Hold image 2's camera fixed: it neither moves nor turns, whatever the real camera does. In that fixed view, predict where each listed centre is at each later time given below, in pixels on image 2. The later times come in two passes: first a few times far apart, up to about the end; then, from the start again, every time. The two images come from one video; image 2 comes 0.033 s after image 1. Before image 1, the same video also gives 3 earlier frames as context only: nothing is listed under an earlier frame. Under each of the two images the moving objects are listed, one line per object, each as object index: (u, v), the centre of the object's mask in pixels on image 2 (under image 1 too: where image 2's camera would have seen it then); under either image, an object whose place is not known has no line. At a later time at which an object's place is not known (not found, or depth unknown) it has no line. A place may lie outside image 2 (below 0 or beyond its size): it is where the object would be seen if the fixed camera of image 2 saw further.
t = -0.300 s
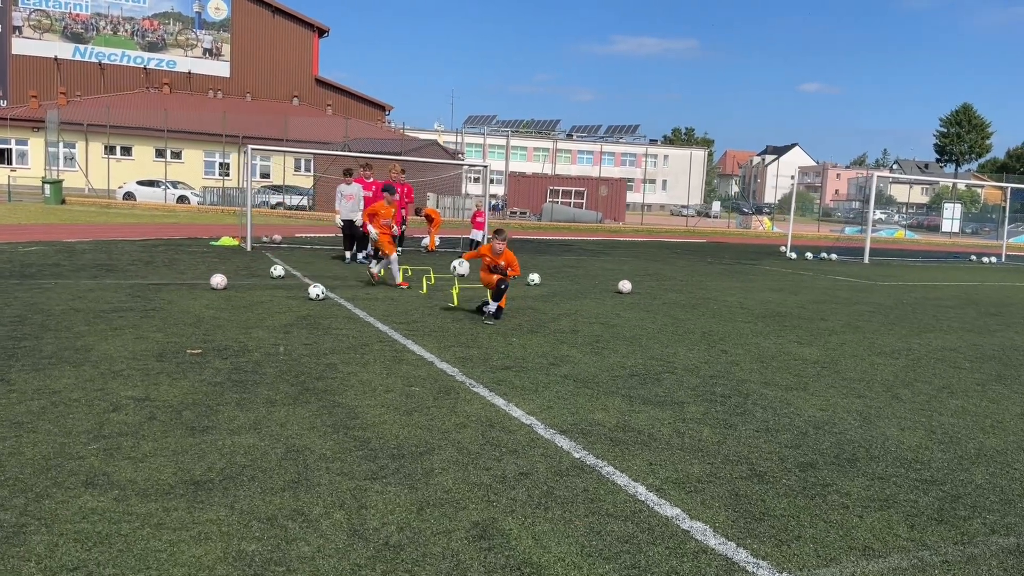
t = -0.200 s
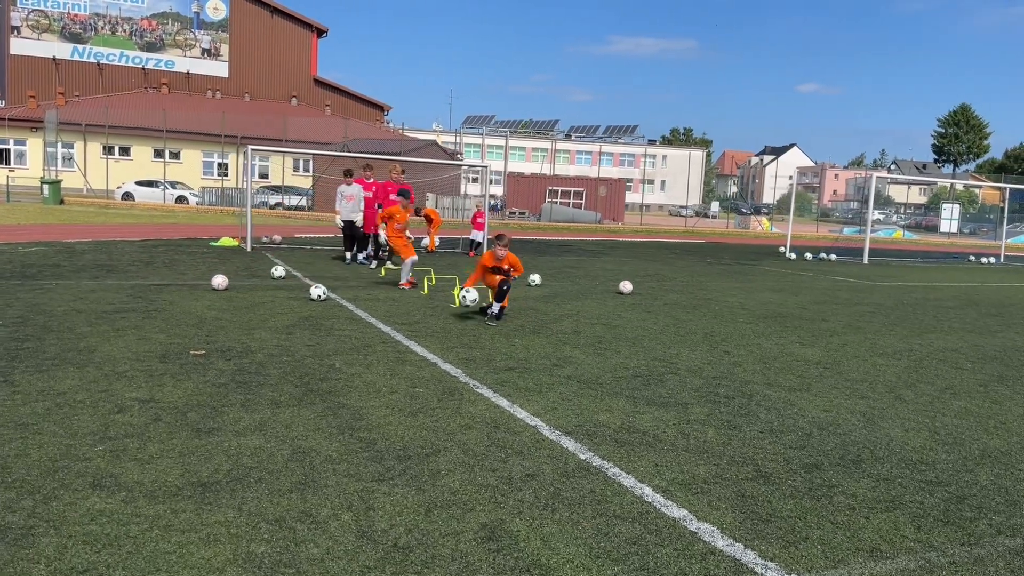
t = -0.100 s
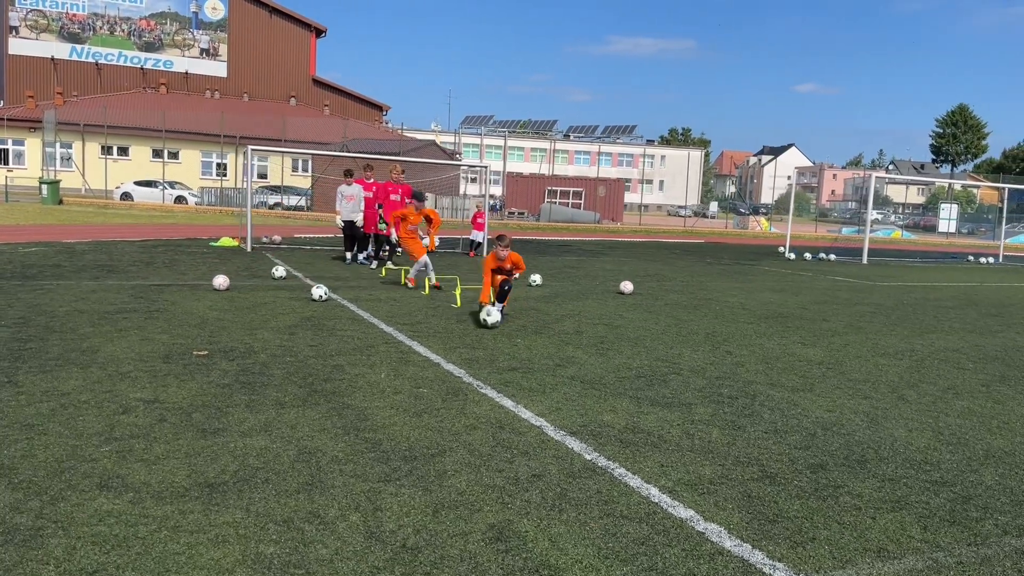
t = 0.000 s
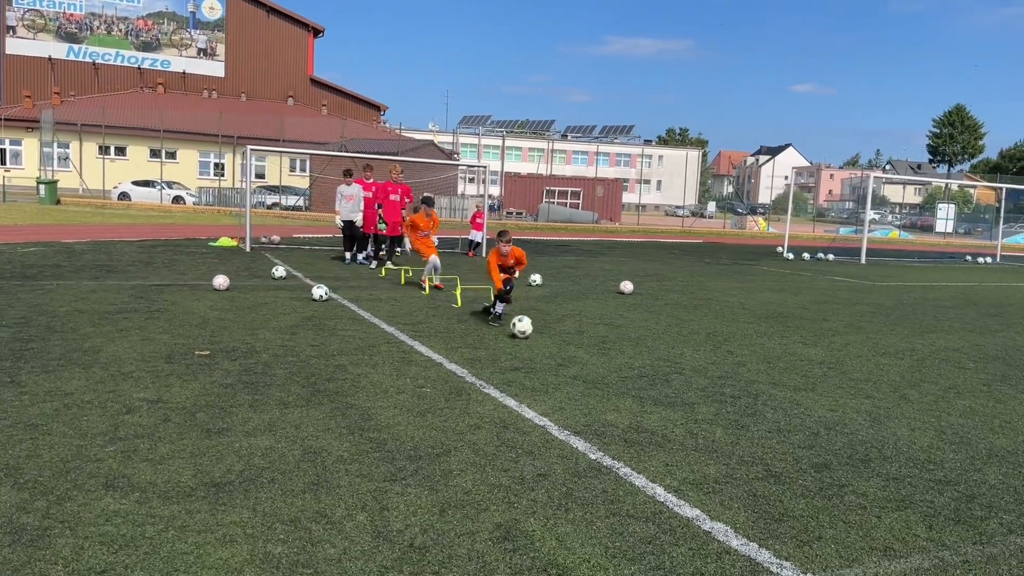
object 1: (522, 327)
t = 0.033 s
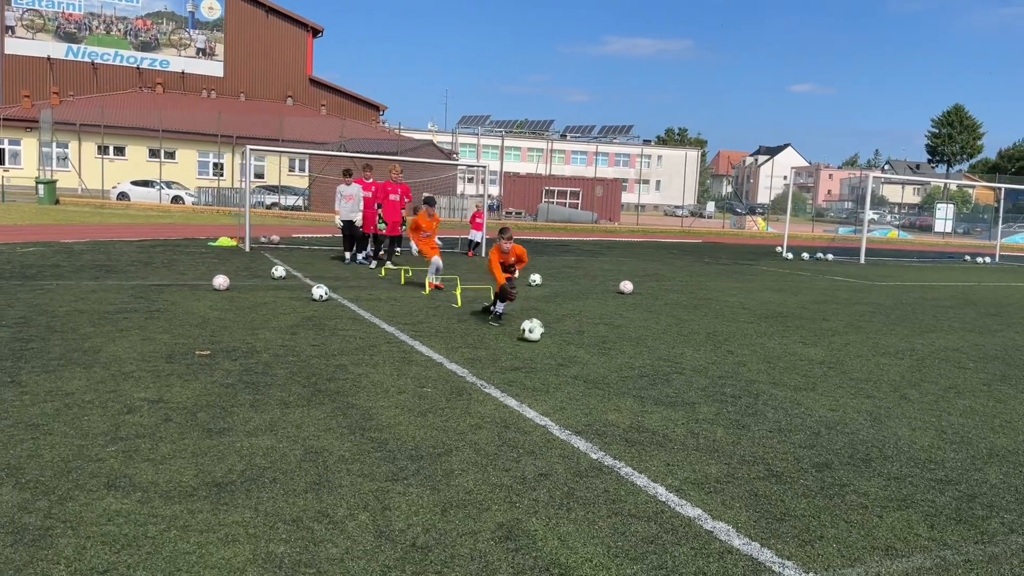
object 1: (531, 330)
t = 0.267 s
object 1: (600, 351)
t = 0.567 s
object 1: (703, 387)
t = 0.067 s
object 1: (541, 331)
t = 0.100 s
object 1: (551, 333)
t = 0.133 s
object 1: (561, 336)
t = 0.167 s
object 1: (571, 341)
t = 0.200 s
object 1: (581, 347)
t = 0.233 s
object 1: (590, 348)
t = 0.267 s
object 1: (600, 351)
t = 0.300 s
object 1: (610, 355)
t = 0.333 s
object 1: (620, 359)
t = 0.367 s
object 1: (630, 362)
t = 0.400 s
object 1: (642, 367)
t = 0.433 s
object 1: (653, 371)
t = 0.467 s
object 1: (665, 373)
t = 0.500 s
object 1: (677, 377)
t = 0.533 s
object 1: (689, 382)
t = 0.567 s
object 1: (703, 387)
